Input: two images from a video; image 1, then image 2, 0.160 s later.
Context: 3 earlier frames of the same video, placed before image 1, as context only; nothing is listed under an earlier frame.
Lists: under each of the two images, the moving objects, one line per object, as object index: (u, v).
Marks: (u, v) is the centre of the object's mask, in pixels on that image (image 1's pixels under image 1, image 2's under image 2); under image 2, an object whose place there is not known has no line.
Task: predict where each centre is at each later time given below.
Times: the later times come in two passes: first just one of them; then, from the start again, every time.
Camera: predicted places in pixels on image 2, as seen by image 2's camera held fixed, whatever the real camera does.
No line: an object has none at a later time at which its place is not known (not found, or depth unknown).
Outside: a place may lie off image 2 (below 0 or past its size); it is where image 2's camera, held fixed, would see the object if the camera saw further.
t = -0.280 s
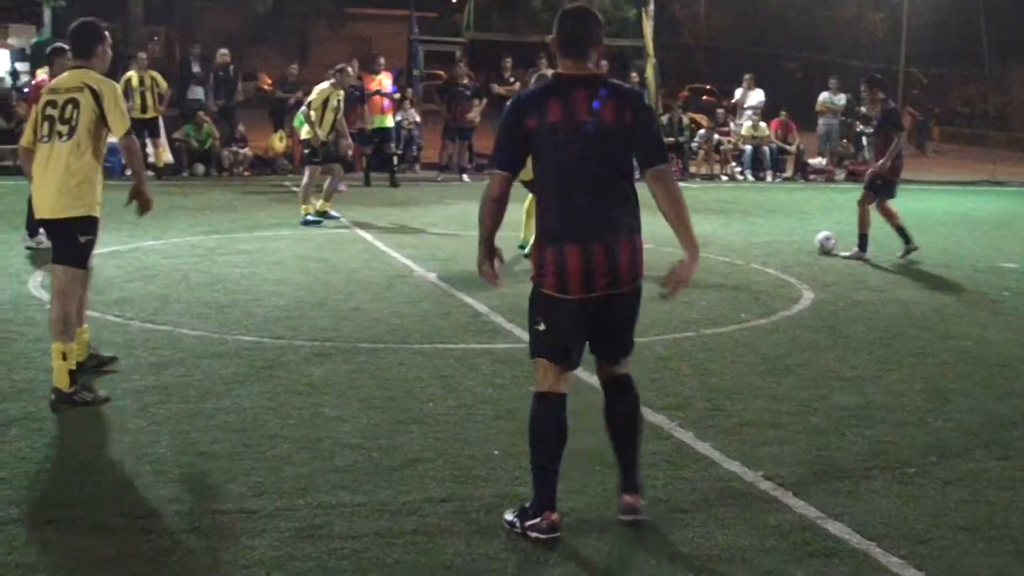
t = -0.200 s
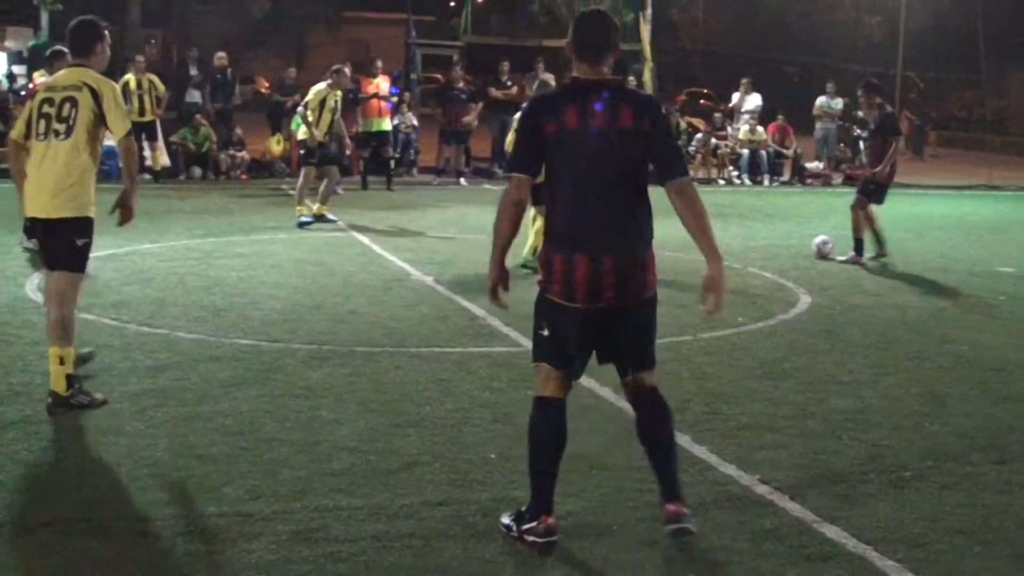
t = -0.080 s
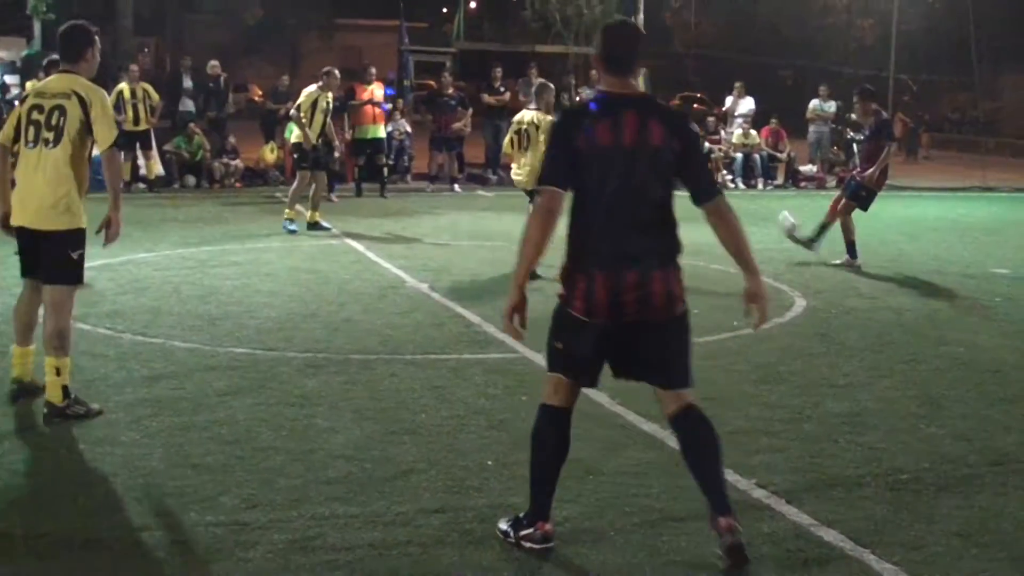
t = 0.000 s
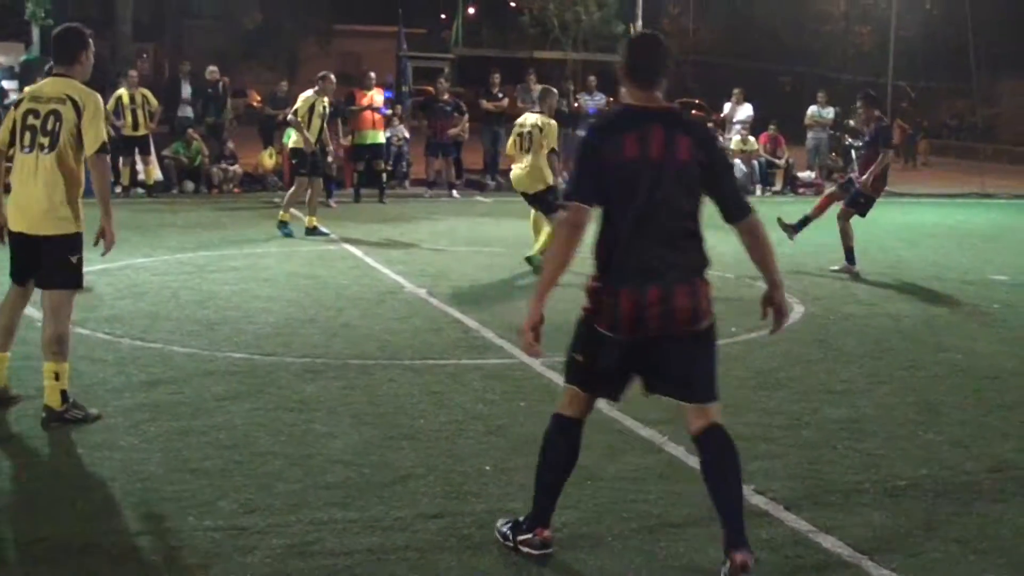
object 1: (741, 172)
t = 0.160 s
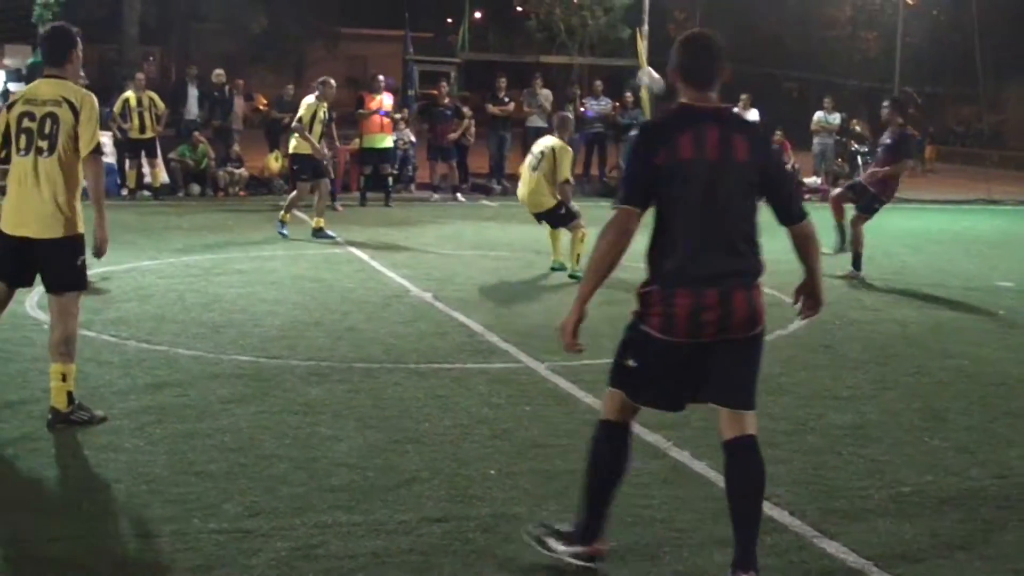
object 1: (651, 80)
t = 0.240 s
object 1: (603, 43)
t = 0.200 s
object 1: (626, 61)
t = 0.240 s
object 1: (603, 43)
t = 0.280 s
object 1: (580, 27)
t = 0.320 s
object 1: (555, 11)
